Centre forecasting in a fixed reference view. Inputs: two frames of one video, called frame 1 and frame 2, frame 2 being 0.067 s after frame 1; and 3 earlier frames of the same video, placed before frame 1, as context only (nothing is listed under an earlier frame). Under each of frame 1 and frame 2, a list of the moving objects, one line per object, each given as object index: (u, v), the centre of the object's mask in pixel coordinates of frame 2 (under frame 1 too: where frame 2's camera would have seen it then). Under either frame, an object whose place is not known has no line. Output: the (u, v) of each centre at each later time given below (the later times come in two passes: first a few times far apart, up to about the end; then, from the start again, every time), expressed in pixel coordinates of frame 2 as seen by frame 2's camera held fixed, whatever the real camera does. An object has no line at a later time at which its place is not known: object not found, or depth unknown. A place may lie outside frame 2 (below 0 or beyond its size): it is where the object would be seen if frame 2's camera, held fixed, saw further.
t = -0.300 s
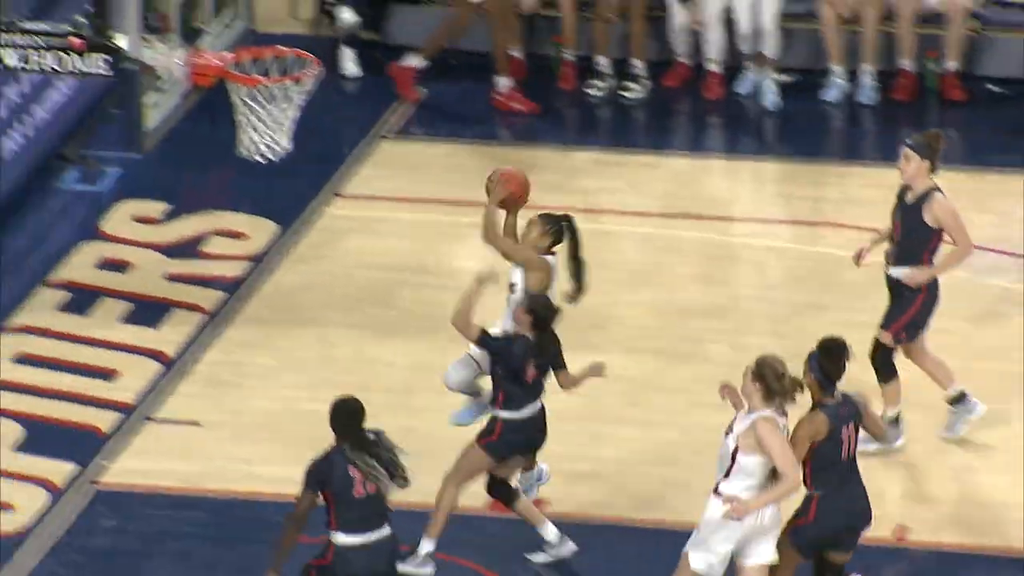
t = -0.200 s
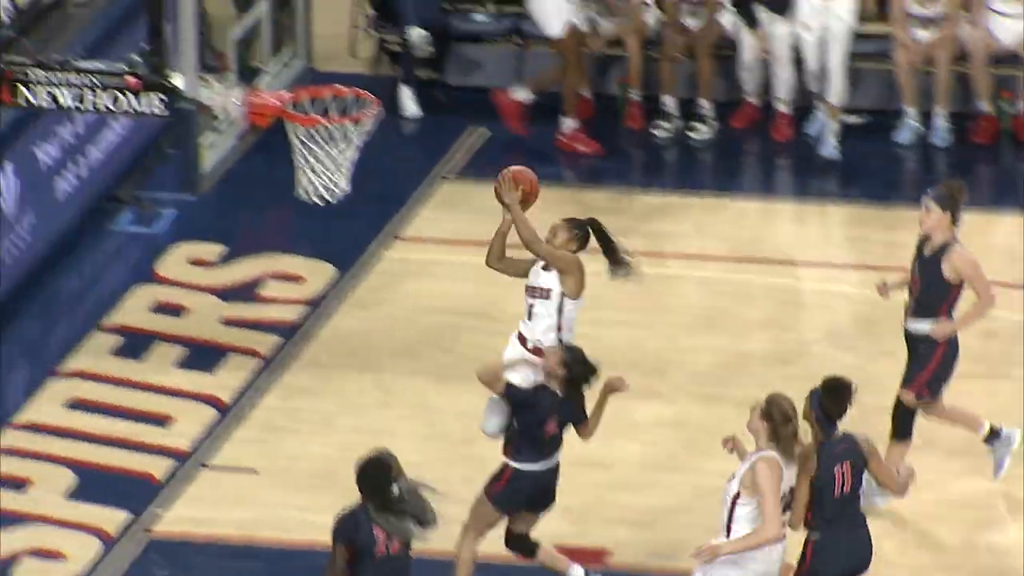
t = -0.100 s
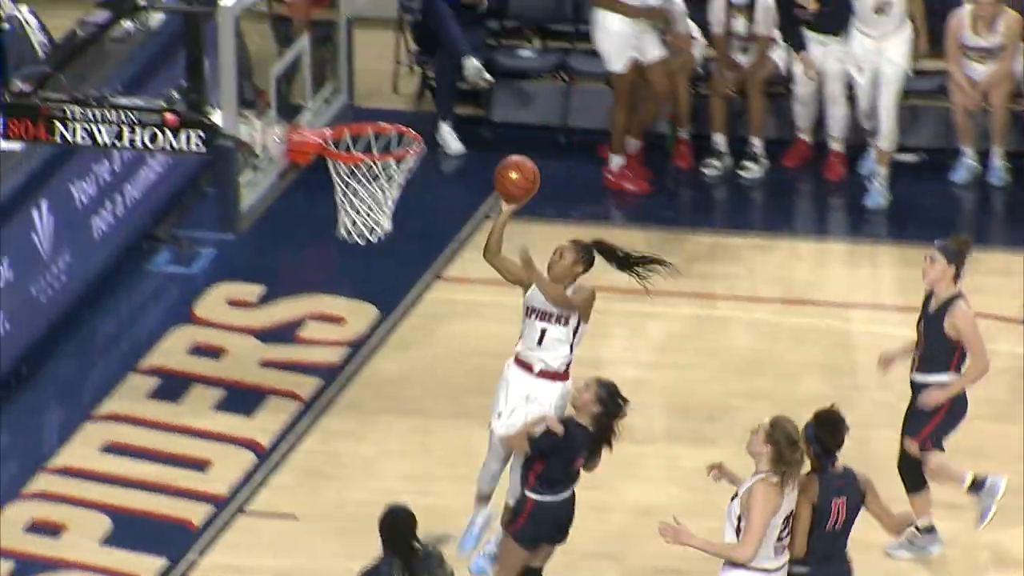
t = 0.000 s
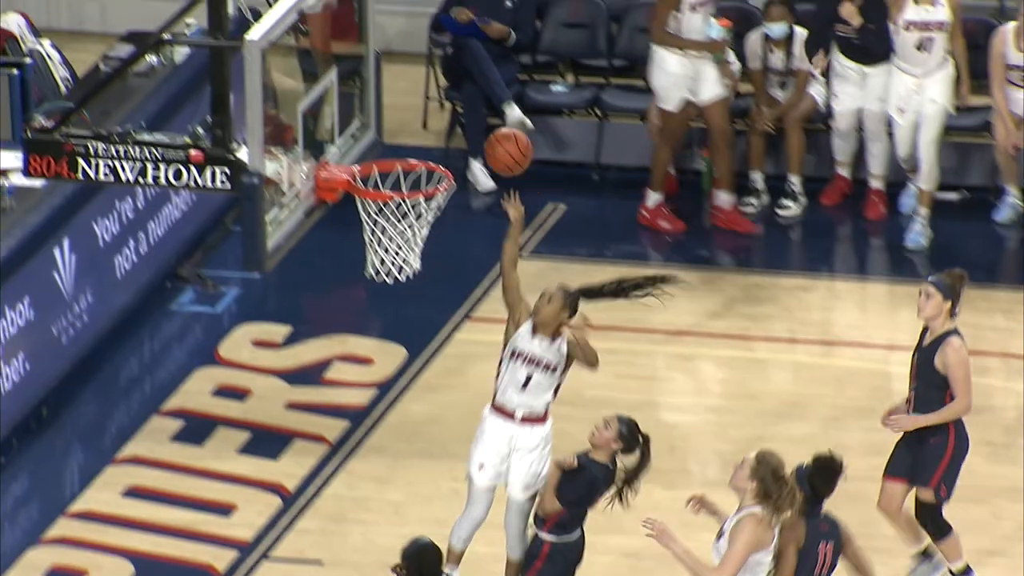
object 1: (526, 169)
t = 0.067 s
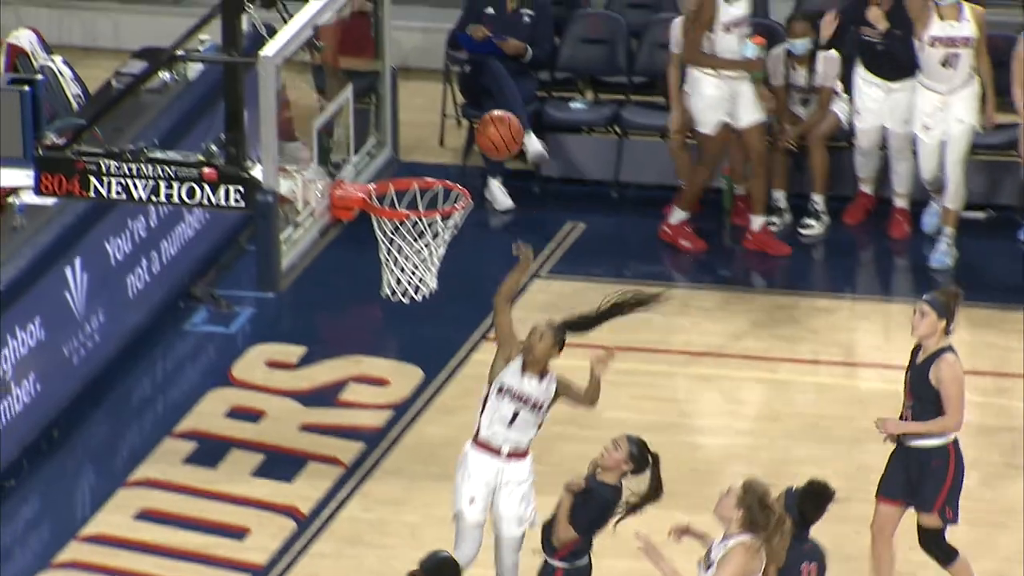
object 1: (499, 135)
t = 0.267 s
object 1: (417, 83)
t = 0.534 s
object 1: (413, 140)
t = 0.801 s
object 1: (426, 236)
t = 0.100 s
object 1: (486, 120)
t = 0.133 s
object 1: (472, 109)
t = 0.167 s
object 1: (458, 99)
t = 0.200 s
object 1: (444, 91)
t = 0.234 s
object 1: (430, 86)
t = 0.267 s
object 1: (417, 83)
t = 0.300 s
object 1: (403, 82)
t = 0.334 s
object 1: (389, 84)
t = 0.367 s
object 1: (384, 87)
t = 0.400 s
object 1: (390, 93)
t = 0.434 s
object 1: (396, 102)
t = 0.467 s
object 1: (401, 112)
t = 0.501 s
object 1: (408, 125)
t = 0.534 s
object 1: (413, 140)
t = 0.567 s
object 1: (420, 158)
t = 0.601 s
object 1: (422, 168)
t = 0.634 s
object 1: (423, 176)
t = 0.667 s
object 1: (423, 185)
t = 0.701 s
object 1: (424, 192)
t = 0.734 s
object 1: (425, 209)
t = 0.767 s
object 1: (427, 226)
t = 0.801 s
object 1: (426, 236)
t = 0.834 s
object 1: (426, 239)
